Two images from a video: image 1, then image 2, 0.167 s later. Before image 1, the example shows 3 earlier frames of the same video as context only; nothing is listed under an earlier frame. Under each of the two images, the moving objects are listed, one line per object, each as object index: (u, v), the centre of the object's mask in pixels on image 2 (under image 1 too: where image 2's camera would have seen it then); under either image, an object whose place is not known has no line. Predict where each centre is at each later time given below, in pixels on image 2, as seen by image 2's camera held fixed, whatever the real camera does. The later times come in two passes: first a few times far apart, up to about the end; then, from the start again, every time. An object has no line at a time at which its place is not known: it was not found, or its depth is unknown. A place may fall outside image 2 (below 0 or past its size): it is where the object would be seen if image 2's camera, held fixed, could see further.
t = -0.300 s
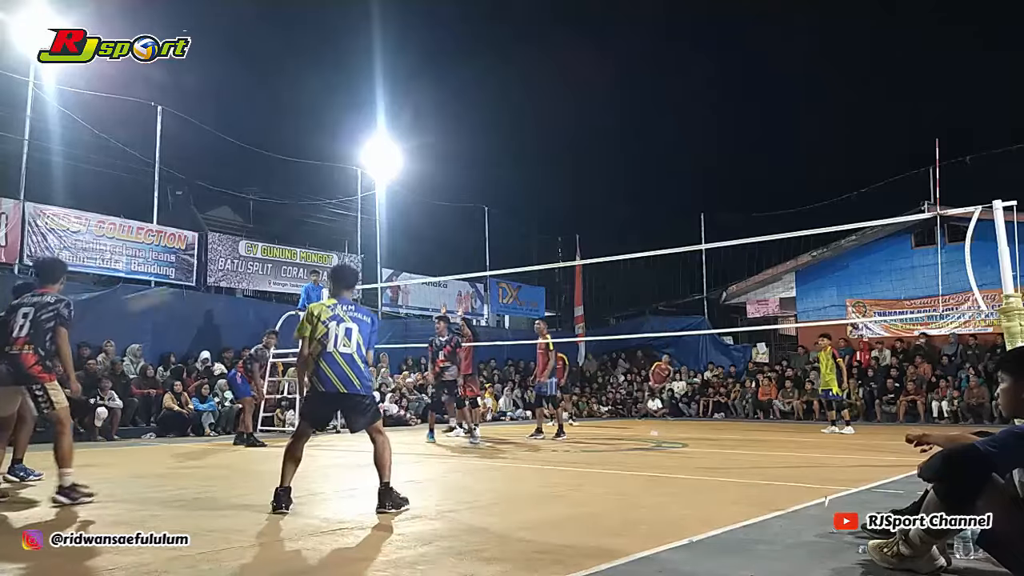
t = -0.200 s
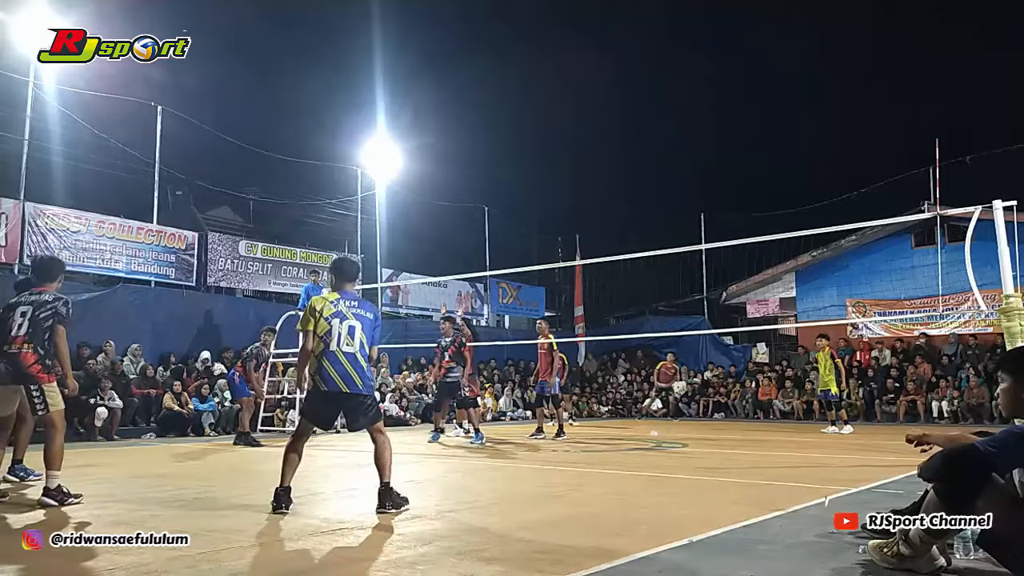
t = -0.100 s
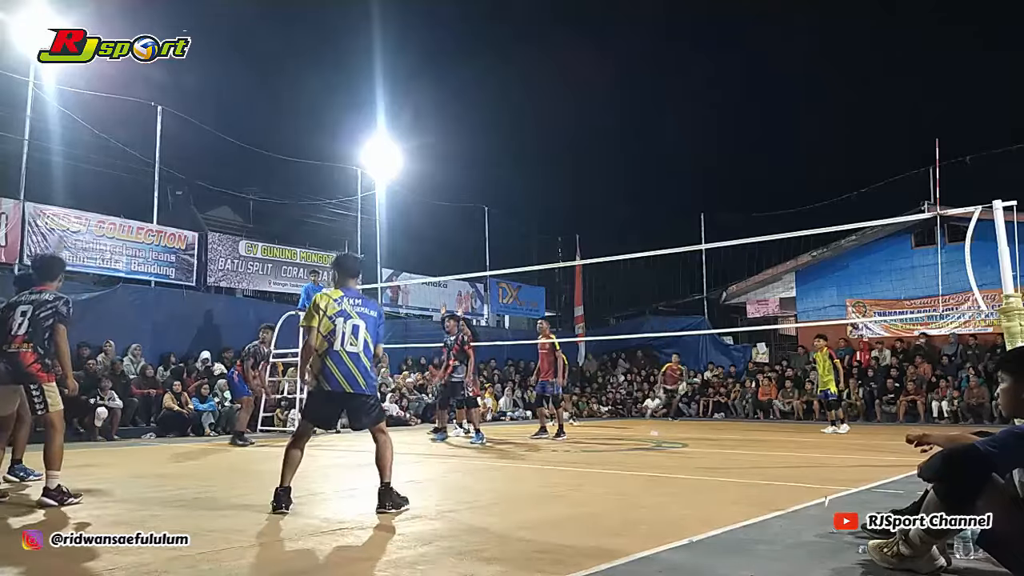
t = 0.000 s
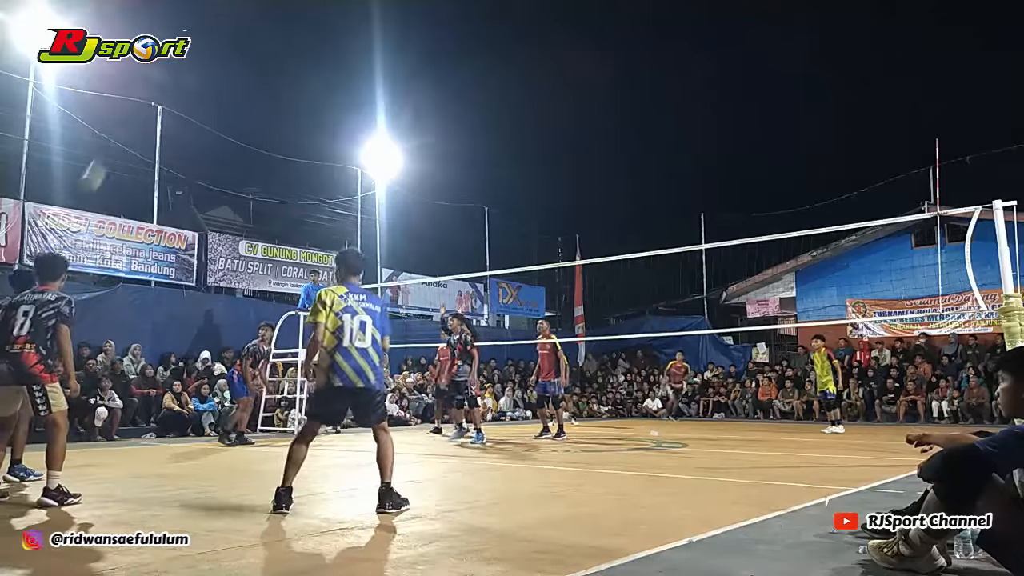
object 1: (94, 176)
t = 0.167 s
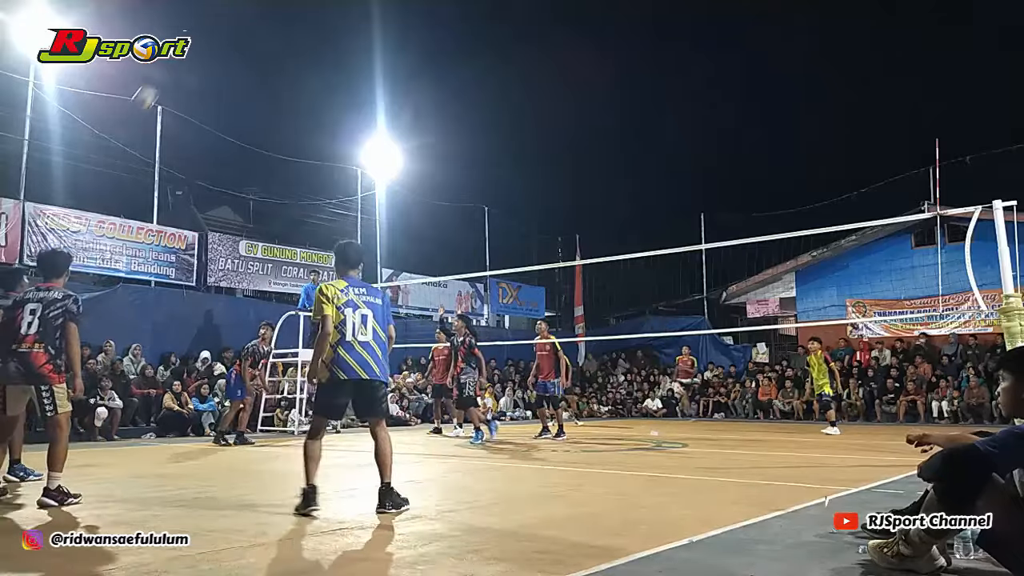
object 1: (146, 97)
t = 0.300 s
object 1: (183, 60)
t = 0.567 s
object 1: (245, 22)
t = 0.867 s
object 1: (305, 45)
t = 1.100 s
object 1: (345, 100)
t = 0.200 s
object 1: (155, 85)
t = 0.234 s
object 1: (164, 75)
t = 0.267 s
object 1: (173, 66)
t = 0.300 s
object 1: (183, 60)
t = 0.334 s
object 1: (195, 50)
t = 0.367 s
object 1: (200, 42)
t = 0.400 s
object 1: (207, 37)
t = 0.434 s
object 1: (215, 32)
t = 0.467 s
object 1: (223, 28)
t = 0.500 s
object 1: (231, 25)
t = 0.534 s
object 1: (238, 23)
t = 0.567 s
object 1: (245, 22)
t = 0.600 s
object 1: (252, 21)
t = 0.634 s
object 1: (259, 22)
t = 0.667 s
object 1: (266, 23)
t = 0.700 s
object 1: (273, 25)
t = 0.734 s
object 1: (279, 27)
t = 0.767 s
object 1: (286, 31)
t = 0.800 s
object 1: (293, 35)
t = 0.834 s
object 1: (299, 39)
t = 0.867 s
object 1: (305, 45)
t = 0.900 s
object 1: (311, 51)
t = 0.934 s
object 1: (317, 58)
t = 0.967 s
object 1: (323, 65)
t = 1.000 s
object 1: (329, 74)
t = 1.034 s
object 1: (335, 82)
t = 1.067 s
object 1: (340, 91)
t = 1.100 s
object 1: (345, 100)
